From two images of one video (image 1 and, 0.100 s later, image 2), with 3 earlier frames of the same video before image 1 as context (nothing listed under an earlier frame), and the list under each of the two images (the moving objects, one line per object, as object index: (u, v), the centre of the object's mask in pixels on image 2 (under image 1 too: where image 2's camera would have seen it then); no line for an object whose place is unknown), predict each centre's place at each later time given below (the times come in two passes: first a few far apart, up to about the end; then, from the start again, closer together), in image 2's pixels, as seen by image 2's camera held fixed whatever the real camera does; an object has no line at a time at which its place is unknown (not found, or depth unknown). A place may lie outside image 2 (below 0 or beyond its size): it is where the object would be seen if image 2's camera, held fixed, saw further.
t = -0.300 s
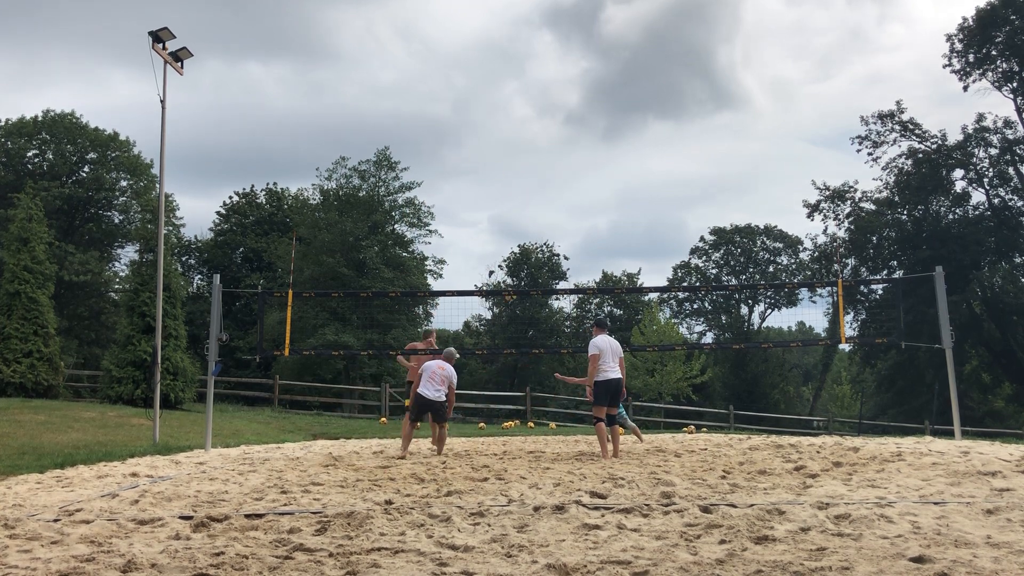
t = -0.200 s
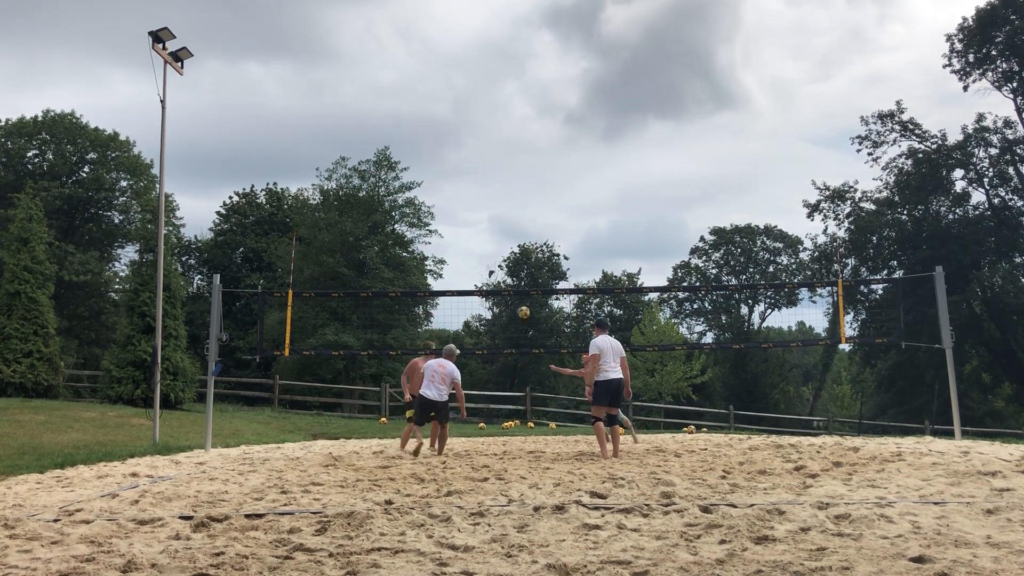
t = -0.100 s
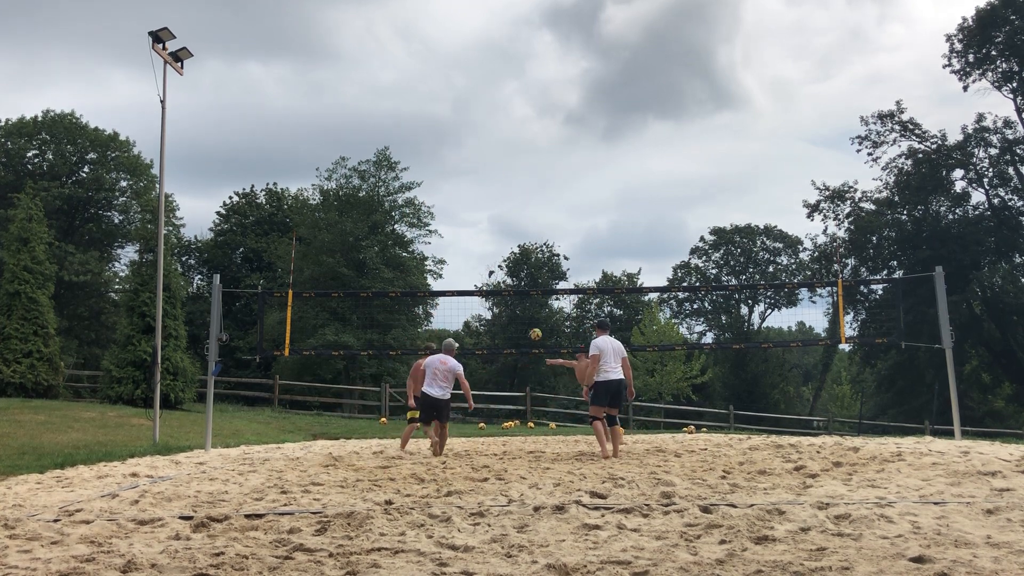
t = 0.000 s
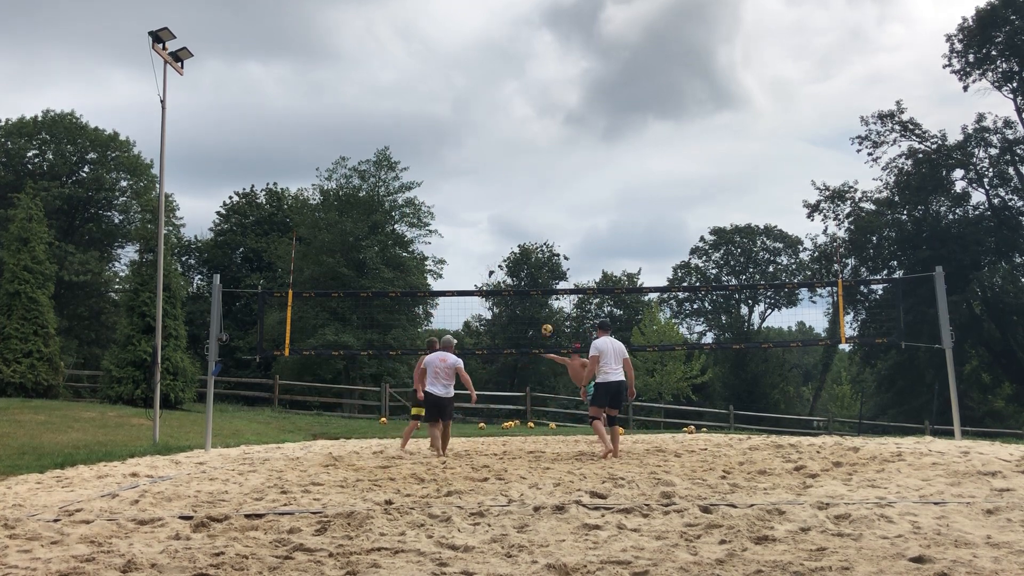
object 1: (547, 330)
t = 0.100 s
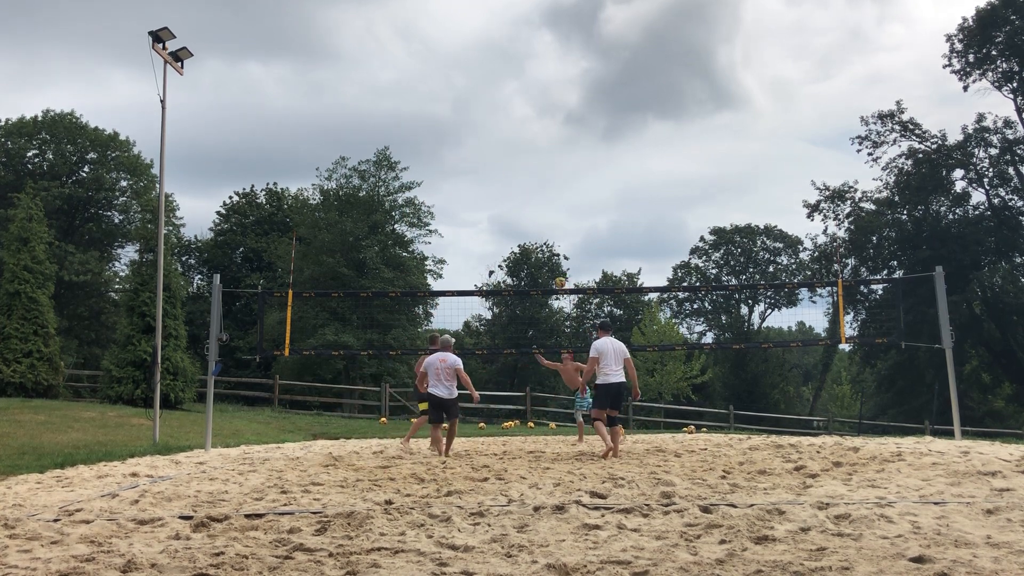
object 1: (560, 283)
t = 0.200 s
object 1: (574, 240)
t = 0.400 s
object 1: (604, 166)
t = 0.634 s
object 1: (645, 104)
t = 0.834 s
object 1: (684, 71)
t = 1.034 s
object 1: (727, 60)
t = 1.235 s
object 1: (775, 73)
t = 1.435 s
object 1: (828, 114)
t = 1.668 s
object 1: (897, 204)
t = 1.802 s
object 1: (941, 280)
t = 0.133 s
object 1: (564, 268)
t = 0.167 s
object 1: (568, 254)
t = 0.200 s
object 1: (574, 240)
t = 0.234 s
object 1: (578, 226)
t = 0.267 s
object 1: (583, 213)
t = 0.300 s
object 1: (589, 201)
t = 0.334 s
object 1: (594, 189)
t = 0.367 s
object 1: (599, 177)
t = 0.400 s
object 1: (604, 166)
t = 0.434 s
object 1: (610, 156)
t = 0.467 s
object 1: (615, 146)
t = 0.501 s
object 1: (621, 137)
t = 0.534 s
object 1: (627, 128)
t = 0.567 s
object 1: (633, 119)
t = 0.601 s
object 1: (639, 112)
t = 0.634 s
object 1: (645, 104)
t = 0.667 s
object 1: (651, 97)
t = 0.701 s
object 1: (657, 91)
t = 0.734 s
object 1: (664, 85)
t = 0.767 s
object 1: (671, 80)
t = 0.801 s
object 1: (677, 75)
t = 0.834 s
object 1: (684, 71)
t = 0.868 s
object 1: (691, 68)
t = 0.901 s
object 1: (698, 65)
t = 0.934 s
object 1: (705, 63)
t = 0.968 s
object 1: (712, 61)
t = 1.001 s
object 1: (719, 60)
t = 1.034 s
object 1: (727, 60)
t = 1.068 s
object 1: (735, 61)
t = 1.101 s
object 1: (742, 62)
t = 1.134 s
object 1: (750, 63)
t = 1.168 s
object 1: (758, 66)
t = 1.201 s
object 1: (766, 69)
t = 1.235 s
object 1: (775, 73)
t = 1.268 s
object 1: (783, 78)
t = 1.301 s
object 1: (792, 83)
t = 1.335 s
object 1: (801, 90)
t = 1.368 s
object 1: (809, 97)
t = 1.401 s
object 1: (819, 105)
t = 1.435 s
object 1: (828, 114)
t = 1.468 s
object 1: (837, 124)
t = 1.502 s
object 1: (847, 135)
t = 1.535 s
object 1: (856, 146)
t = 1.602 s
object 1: (876, 173)
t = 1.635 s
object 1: (887, 188)
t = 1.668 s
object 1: (897, 204)
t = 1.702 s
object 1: (908, 221)
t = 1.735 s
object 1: (919, 240)
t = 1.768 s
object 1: (930, 259)
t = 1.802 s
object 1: (941, 280)
